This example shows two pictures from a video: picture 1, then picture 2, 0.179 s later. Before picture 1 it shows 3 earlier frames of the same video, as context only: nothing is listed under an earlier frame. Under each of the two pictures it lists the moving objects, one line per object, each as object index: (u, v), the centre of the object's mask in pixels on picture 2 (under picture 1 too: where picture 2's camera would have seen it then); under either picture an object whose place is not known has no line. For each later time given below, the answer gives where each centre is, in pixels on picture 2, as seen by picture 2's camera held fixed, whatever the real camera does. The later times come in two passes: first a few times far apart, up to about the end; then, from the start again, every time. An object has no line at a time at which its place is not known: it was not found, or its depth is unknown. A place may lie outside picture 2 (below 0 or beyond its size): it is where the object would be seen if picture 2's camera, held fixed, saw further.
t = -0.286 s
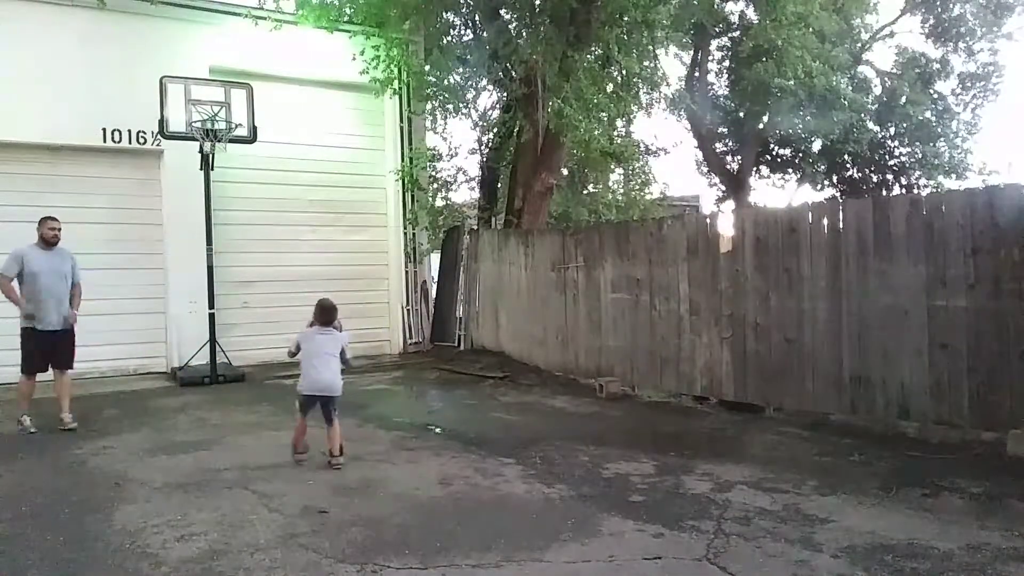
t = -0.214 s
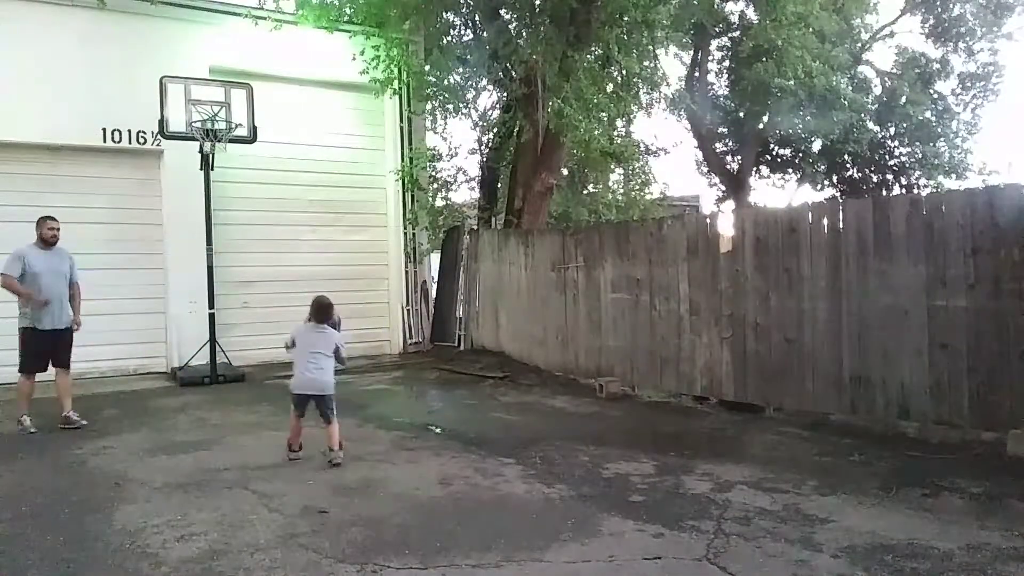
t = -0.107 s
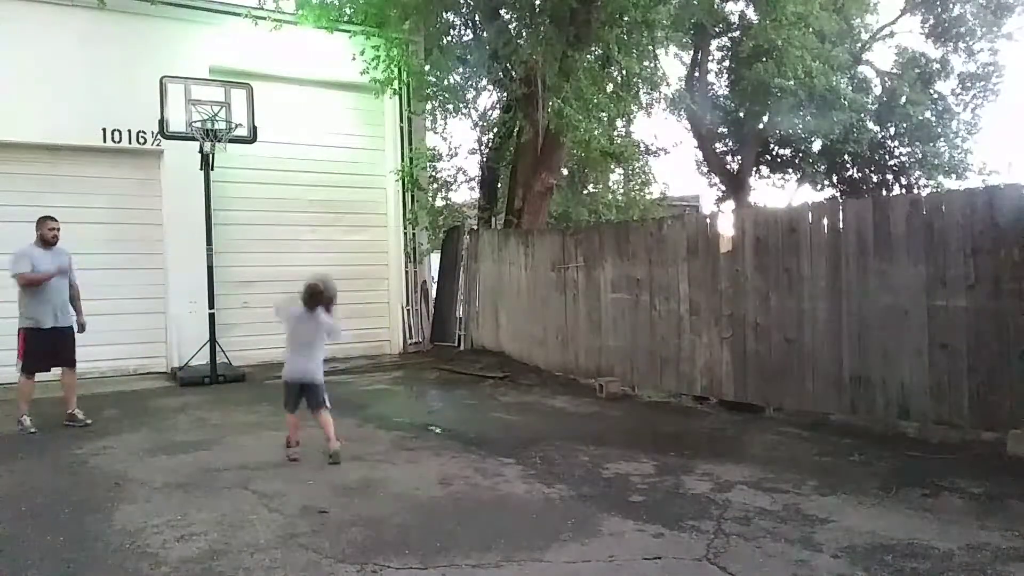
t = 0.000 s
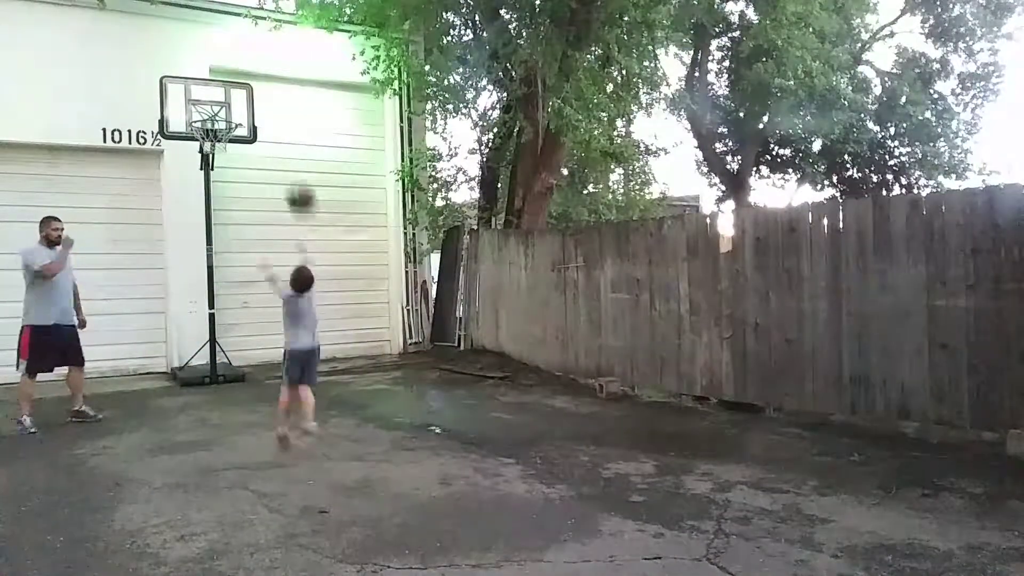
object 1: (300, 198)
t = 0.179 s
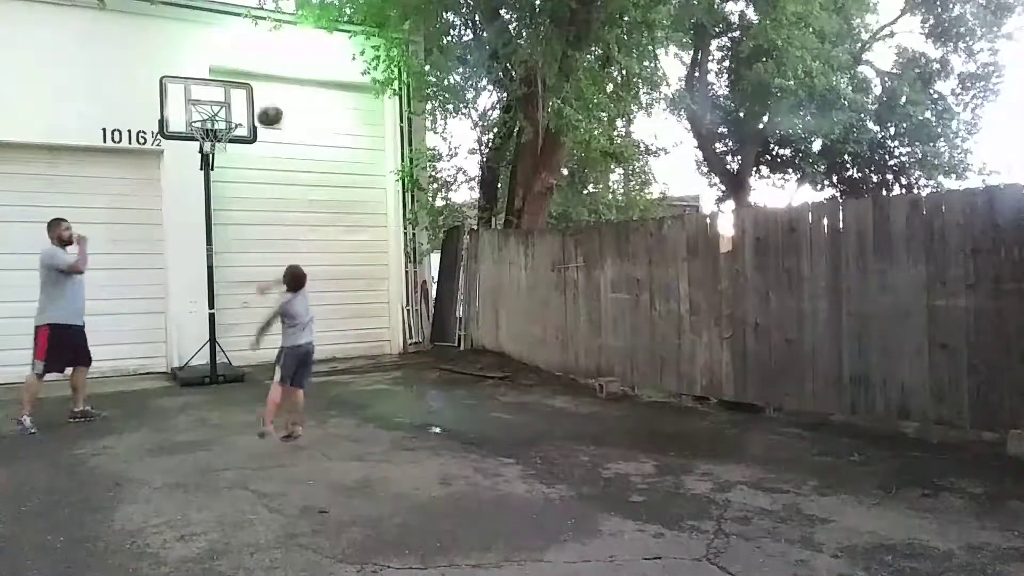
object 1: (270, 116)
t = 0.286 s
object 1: (254, 88)
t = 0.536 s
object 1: (221, 75)
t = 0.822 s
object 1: (203, 119)
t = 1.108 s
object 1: (251, 116)
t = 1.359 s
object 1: (287, 155)
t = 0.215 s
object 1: (265, 105)
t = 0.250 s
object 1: (260, 96)
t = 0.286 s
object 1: (254, 88)
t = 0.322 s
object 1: (249, 83)
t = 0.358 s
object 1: (245, 78)
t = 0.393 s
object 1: (241, 75)
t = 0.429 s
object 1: (236, 73)
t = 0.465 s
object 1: (233, 72)
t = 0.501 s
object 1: (225, 73)
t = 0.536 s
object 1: (221, 75)
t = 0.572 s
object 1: (218, 78)
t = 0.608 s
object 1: (215, 82)
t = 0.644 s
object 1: (212, 87)
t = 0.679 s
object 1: (208, 93)
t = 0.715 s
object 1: (205, 100)
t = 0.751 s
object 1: (203, 107)
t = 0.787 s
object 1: (200, 116)
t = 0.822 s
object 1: (203, 119)
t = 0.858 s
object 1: (209, 119)
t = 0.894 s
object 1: (215, 118)
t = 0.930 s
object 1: (220, 115)
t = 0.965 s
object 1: (225, 113)
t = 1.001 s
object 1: (230, 112)
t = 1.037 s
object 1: (241, 112)
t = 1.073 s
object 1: (246, 113)
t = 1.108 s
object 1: (251, 116)
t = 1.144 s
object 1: (256, 119)
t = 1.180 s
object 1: (262, 122)
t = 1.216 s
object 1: (267, 127)
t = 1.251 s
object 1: (272, 133)
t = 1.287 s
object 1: (277, 139)
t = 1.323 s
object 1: (282, 147)
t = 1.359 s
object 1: (287, 155)
